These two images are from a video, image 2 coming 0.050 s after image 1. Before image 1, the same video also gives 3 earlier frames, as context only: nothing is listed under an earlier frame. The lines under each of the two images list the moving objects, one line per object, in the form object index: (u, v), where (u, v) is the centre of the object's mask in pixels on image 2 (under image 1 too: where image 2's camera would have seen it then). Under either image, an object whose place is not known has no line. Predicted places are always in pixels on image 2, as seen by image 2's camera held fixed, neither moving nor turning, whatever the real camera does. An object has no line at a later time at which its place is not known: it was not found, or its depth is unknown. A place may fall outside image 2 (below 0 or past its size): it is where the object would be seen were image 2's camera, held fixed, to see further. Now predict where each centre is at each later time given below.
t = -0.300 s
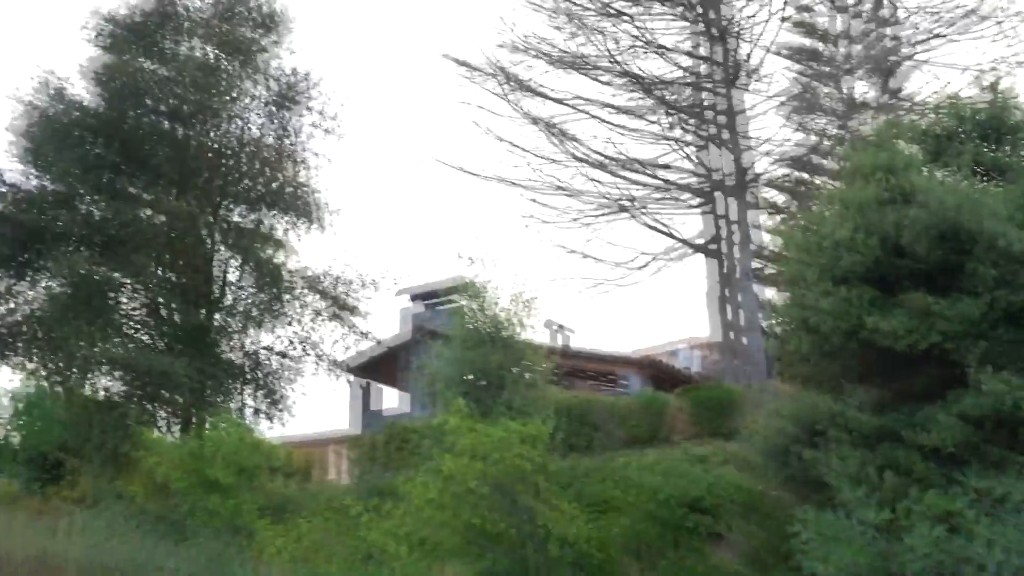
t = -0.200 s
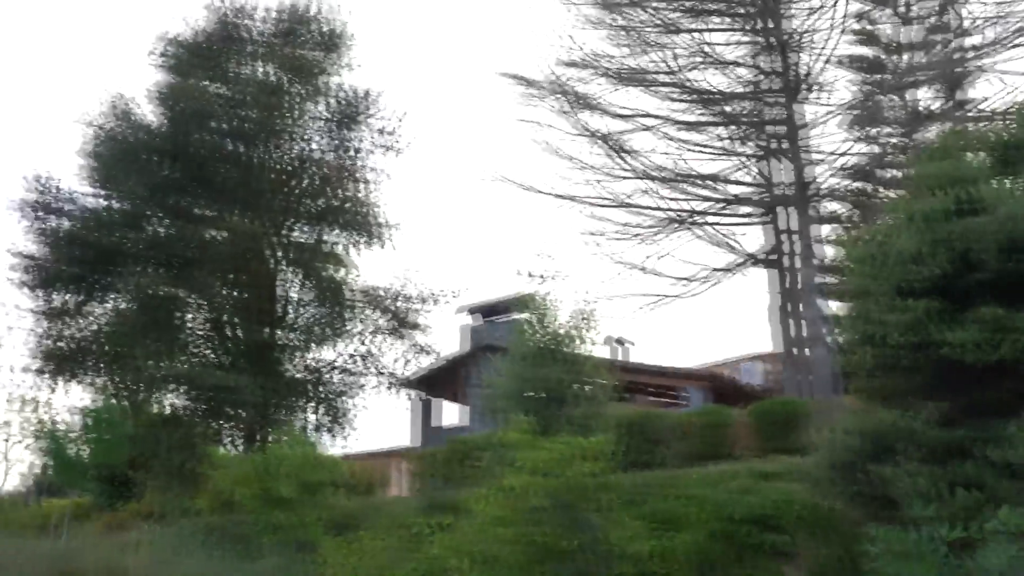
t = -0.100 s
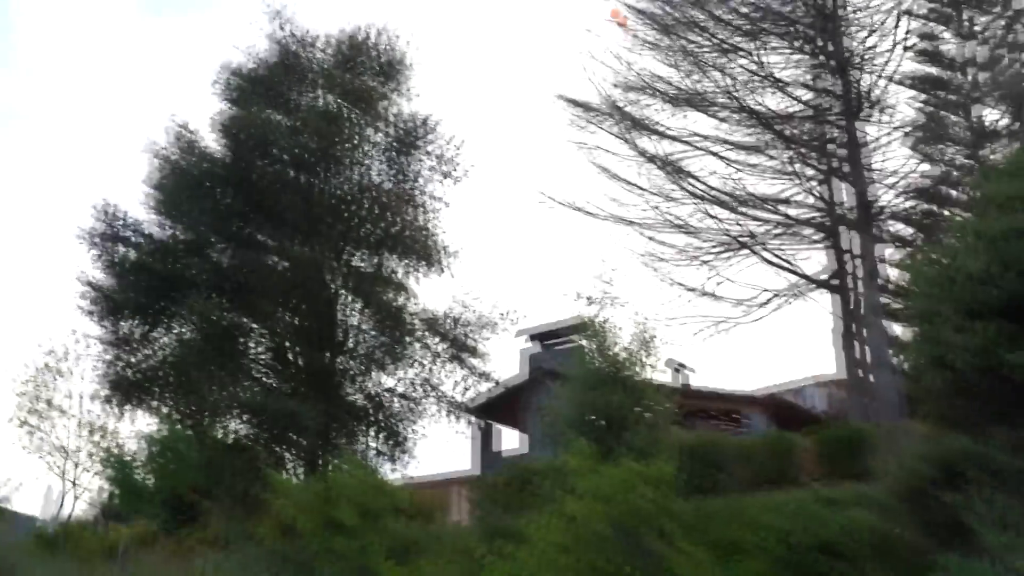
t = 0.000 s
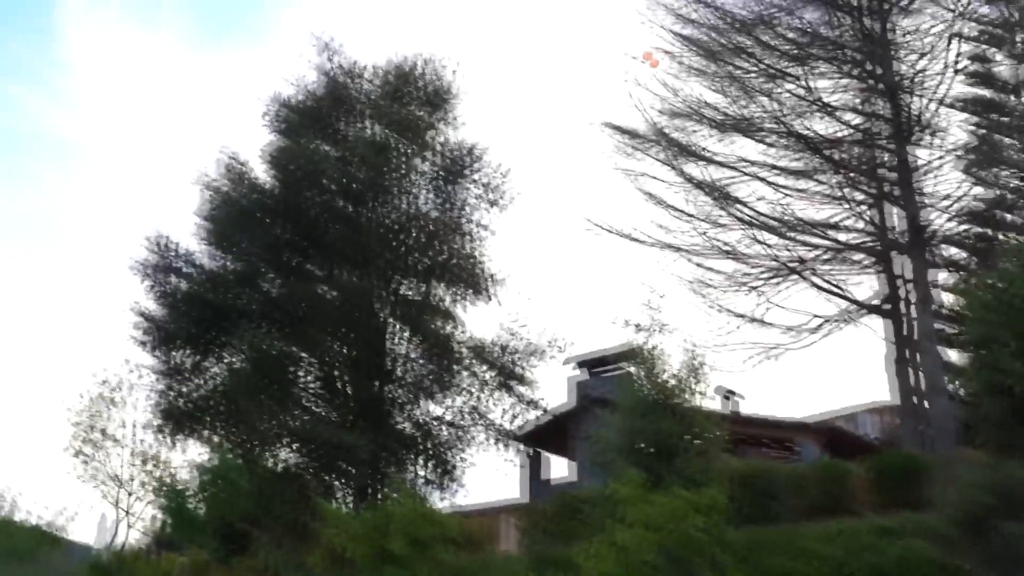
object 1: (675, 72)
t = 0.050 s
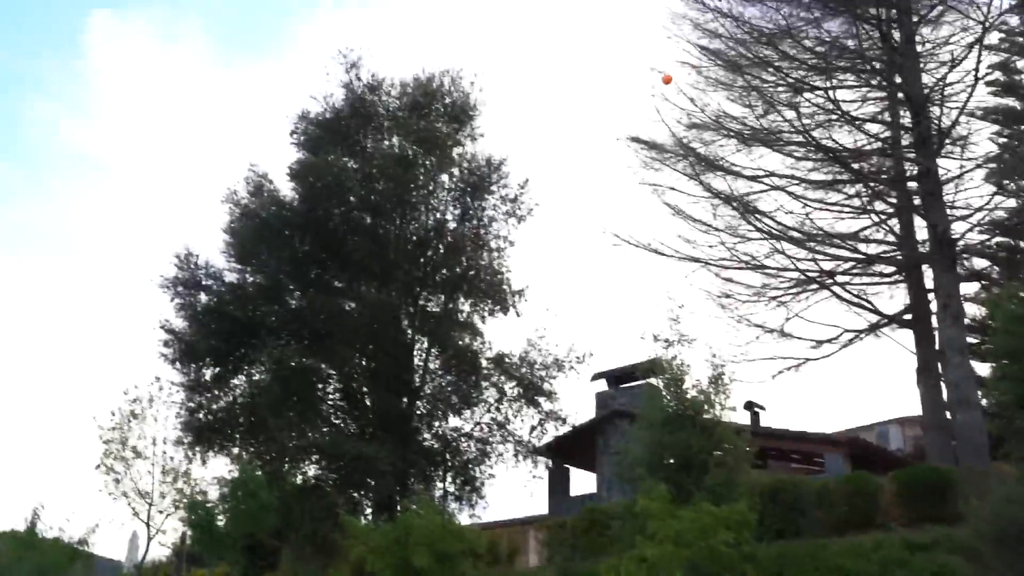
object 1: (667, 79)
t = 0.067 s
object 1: (665, 83)
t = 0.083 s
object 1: (663, 84)
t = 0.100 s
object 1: (663, 90)
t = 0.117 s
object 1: (662, 91)
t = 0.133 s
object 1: (661, 92)
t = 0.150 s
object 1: (660, 96)
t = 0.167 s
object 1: (658, 99)
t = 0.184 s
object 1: (657, 101)
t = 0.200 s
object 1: (657, 106)
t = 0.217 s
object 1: (655, 110)
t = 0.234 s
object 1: (654, 114)
